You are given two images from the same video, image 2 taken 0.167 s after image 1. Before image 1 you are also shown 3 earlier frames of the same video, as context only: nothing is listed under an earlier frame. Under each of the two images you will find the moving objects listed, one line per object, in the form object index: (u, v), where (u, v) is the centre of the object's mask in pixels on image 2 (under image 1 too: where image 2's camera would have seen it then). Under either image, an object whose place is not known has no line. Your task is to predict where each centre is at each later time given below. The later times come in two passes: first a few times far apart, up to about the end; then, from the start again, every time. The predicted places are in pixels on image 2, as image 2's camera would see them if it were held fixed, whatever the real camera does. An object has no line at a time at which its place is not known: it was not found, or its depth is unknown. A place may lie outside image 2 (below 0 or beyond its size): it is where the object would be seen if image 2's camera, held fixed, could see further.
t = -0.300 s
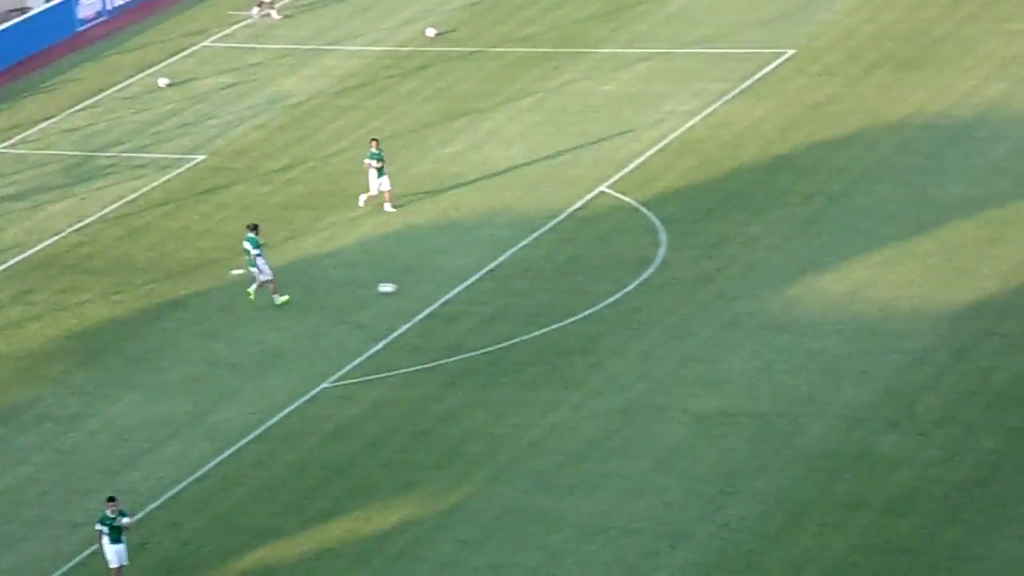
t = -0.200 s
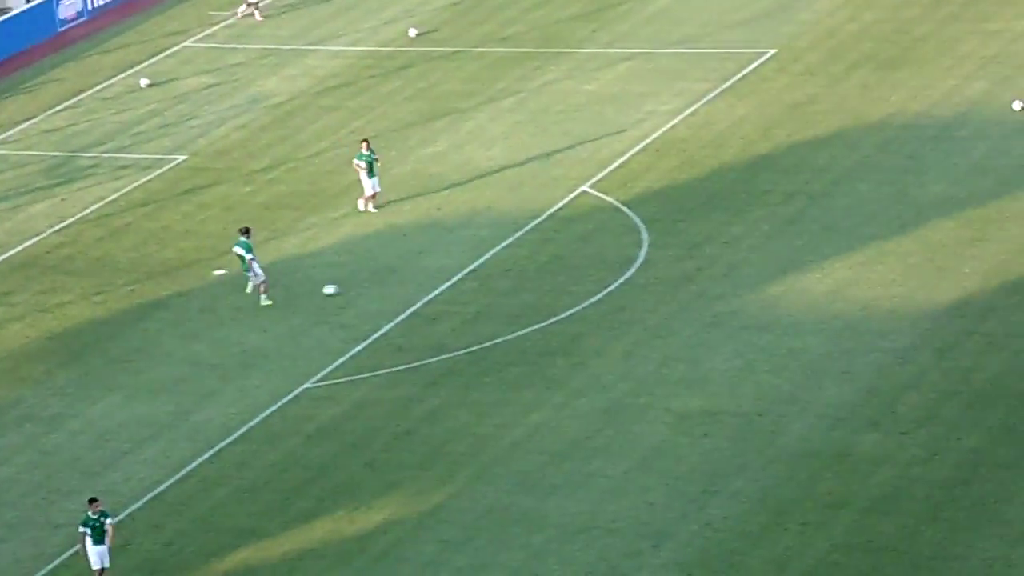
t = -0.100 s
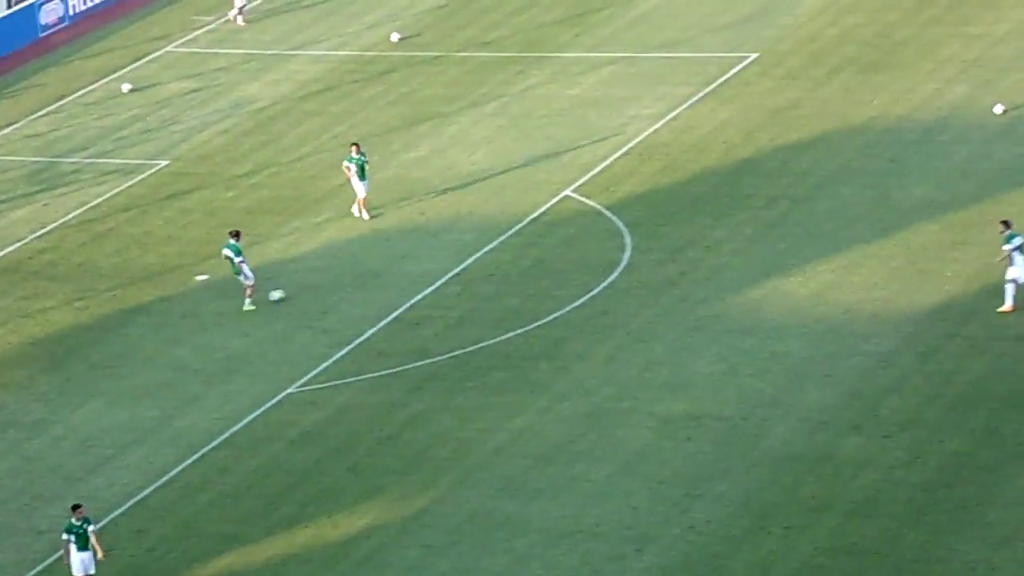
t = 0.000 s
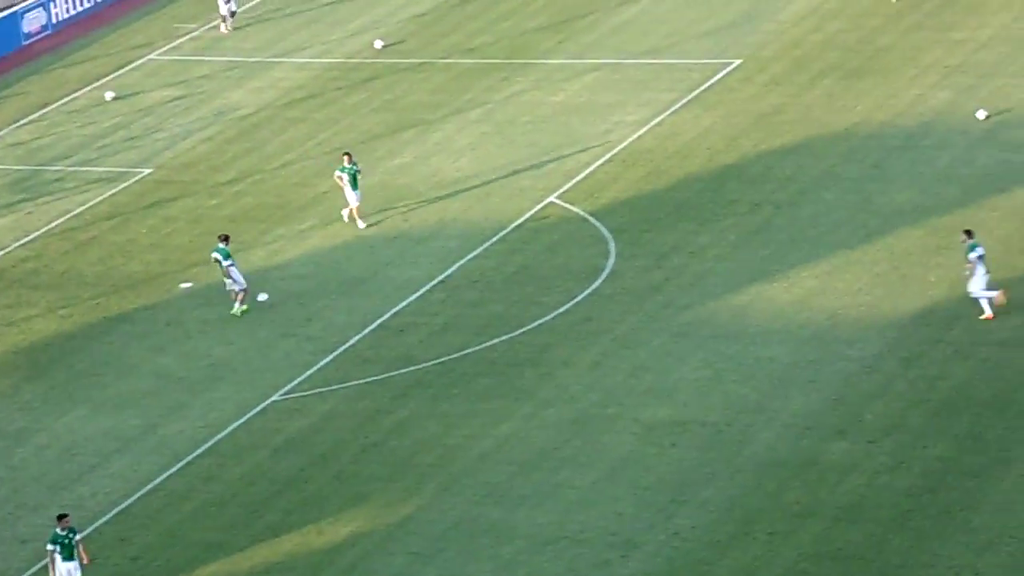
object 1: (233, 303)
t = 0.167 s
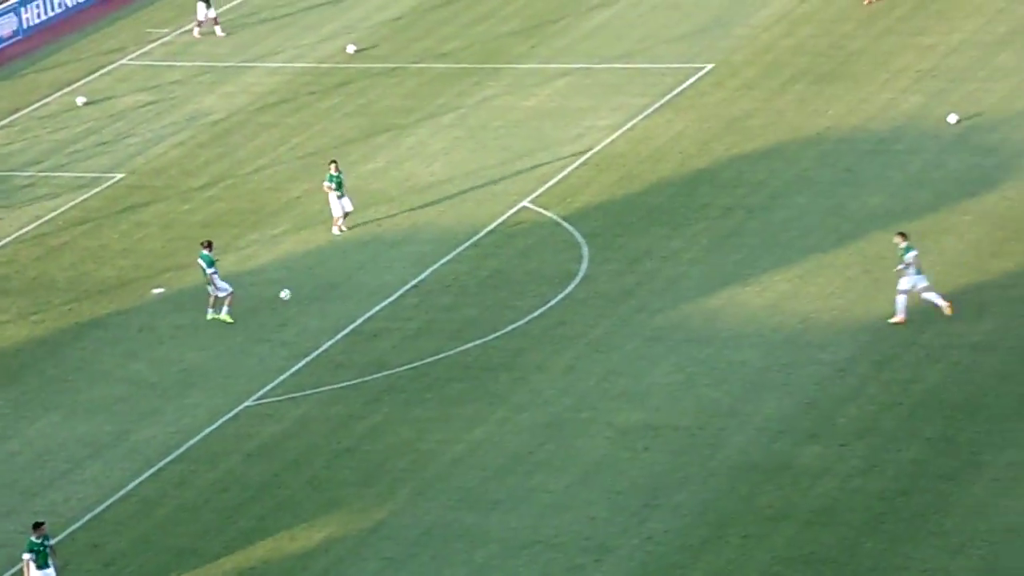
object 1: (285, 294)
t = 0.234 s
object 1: (305, 294)
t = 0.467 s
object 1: (369, 296)
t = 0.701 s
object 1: (422, 294)
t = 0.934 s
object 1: (458, 291)
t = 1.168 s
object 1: (483, 292)
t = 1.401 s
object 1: (507, 288)
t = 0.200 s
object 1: (293, 294)
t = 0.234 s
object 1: (305, 294)
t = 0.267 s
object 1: (315, 294)
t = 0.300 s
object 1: (326, 296)
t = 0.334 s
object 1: (337, 299)
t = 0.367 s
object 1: (345, 301)
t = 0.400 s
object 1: (354, 301)
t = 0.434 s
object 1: (361, 297)
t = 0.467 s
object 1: (369, 296)
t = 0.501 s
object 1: (376, 294)
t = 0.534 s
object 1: (384, 292)
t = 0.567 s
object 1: (390, 292)
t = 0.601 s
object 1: (397, 293)
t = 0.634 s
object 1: (407, 292)
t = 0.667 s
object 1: (414, 293)
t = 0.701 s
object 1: (422, 294)
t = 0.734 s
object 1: (430, 295)
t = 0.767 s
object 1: (434, 293)
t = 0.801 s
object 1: (438, 291)
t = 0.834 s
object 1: (443, 291)
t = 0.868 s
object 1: (450, 290)
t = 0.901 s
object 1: (453, 291)
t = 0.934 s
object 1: (458, 291)
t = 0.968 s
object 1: (463, 293)
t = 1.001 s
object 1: (469, 292)
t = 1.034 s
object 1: (473, 291)
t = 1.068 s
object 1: (476, 291)
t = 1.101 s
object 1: (477, 292)
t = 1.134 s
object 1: (482, 292)
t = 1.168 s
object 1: (483, 292)
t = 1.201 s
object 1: (486, 291)
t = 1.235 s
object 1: (489, 291)
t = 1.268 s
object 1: (493, 290)
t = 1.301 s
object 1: (497, 290)
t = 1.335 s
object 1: (502, 289)
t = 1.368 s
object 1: (505, 289)
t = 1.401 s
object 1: (507, 288)
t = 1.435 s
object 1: (510, 288)
